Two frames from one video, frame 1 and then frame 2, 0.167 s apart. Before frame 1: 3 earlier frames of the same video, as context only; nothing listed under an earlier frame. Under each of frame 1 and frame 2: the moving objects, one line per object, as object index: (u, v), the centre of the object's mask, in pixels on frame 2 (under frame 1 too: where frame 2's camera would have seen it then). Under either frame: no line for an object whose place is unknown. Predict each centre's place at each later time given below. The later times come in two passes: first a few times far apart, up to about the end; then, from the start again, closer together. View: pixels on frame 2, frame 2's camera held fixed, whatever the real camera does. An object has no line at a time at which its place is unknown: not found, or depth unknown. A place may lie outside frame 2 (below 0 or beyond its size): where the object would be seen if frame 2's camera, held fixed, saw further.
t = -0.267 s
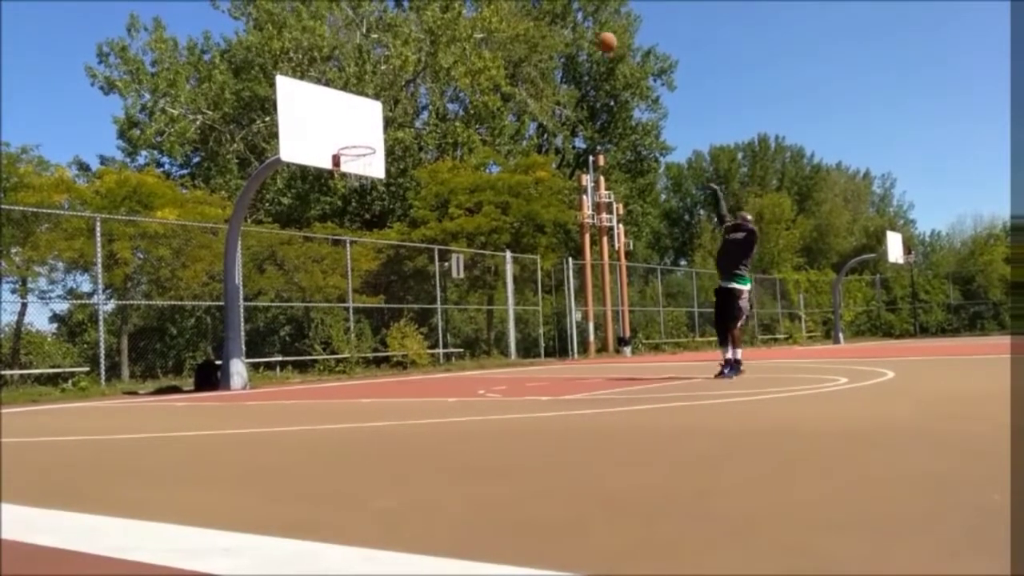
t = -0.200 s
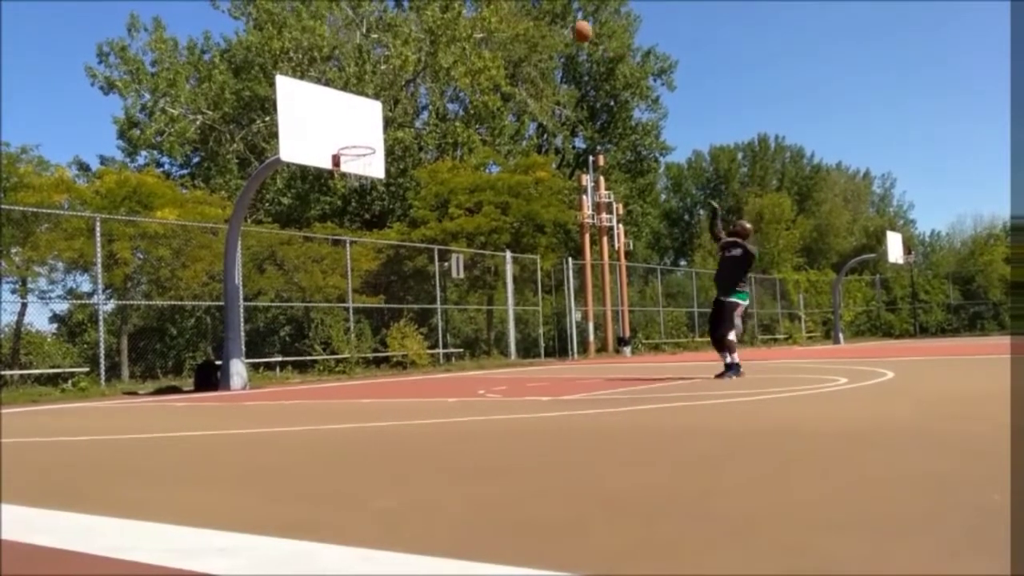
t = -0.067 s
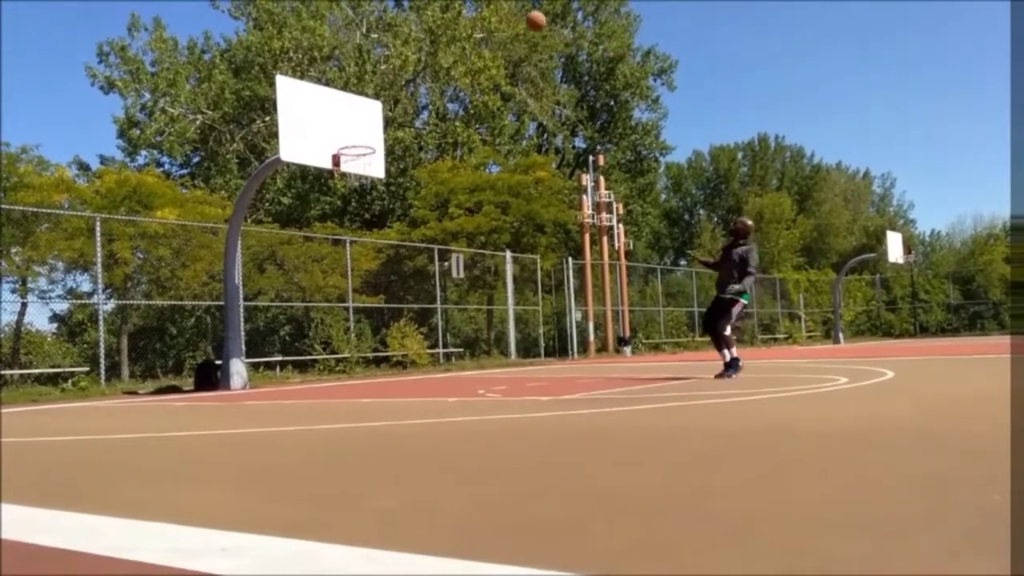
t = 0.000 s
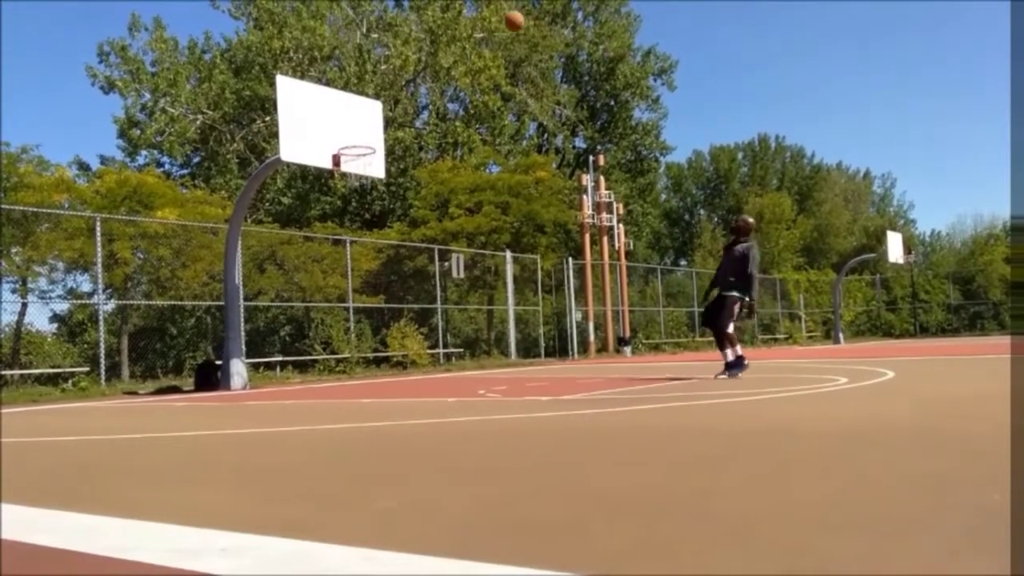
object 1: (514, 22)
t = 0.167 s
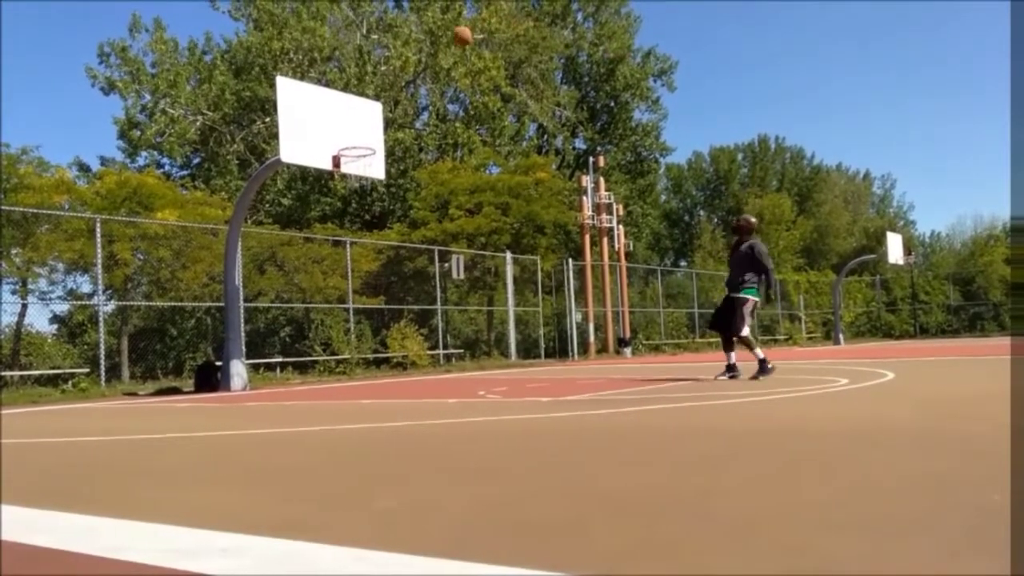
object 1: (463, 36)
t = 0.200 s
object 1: (452, 41)
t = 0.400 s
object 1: (397, 88)
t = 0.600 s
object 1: (348, 158)
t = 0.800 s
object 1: (351, 159)
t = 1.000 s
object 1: (358, 169)
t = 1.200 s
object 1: (360, 185)
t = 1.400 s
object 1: (362, 217)
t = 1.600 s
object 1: (367, 278)
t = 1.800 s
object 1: (370, 370)
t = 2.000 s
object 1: (374, 311)
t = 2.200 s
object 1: (379, 263)
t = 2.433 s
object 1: (387, 249)
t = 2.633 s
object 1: (396, 268)
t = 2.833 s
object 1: (406, 320)
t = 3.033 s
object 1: (415, 362)
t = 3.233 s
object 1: (421, 310)
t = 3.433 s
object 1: (426, 291)
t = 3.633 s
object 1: (436, 301)
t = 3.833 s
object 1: (447, 346)
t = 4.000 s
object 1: (456, 348)
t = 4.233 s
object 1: (465, 315)
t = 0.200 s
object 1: (452, 41)
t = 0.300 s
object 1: (424, 61)
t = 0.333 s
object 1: (415, 69)
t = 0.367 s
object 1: (405, 79)
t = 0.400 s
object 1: (397, 88)
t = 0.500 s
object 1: (370, 123)
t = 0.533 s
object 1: (362, 136)
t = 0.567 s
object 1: (354, 149)
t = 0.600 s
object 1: (348, 158)
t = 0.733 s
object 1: (351, 158)
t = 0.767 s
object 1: (351, 158)
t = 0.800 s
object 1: (351, 159)
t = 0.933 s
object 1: (355, 164)
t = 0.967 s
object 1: (357, 167)
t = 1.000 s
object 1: (358, 169)
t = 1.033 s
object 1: (358, 172)
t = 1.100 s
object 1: (360, 181)
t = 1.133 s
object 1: (359, 182)
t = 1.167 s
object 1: (360, 184)
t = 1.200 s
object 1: (360, 185)
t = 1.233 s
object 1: (360, 187)
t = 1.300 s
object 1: (361, 197)
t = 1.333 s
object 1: (361, 203)
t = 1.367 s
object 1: (361, 210)
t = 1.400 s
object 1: (362, 217)
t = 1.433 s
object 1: (363, 225)
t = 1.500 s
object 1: (365, 244)
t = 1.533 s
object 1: (365, 255)
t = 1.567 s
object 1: (366, 266)
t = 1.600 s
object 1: (367, 278)
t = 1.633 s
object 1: (367, 292)
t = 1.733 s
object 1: (368, 336)
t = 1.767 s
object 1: (369, 352)
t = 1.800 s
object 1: (370, 370)
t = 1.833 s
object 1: (370, 374)
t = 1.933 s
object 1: (373, 333)
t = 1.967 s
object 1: (373, 321)
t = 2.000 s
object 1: (374, 311)
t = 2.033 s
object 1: (375, 300)
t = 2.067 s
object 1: (376, 291)
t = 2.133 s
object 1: (377, 276)
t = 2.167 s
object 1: (378, 270)
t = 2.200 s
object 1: (379, 263)
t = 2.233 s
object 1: (380, 259)
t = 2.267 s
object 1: (381, 254)
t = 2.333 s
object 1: (384, 250)
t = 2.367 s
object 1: (384, 250)
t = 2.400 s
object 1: (385, 249)
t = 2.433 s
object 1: (387, 249)
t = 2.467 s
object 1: (388, 250)
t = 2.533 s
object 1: (391, 254)
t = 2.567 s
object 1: (393, 258)
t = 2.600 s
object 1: (394, 262)
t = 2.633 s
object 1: (396, 268)
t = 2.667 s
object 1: (397, 275)
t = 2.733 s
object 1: (401, 290)
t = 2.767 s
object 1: (402, 299)
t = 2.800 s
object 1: (405, 309)
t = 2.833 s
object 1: (406, 320)
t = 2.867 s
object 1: (407, 331)
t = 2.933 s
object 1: (412, 357)
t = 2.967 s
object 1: (412, 371)
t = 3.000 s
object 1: (413, 374)
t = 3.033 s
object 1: (415, 362)
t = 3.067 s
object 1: (416, 351)
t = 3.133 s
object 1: (418, 331)
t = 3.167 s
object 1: (419, 323)
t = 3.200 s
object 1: (420, 316)
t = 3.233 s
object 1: (421, 310)
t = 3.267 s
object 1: (422, 304)
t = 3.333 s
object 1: (424, 295)
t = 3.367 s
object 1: (425, 294)
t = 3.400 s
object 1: (426, 291)
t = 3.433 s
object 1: (426, 291)
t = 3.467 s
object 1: (428, 291)
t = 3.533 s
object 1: (431, 292)
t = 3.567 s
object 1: (433, 294)
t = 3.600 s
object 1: (435, 297)
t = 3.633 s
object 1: (436, 301)
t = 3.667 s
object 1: (438, 306)
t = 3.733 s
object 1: (442, 320)
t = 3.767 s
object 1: (444, 327)
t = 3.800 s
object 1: (445, 337)
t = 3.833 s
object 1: (447, 346)
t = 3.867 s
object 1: (449, 357)
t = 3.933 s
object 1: (451, 377)
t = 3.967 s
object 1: (453, 366)
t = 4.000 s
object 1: (456, 348)
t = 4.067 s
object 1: (458, 334)
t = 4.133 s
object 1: (460, 324)
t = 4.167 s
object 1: (462, 320)
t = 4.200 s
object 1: (464, 318)
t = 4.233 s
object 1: (465, 315)
